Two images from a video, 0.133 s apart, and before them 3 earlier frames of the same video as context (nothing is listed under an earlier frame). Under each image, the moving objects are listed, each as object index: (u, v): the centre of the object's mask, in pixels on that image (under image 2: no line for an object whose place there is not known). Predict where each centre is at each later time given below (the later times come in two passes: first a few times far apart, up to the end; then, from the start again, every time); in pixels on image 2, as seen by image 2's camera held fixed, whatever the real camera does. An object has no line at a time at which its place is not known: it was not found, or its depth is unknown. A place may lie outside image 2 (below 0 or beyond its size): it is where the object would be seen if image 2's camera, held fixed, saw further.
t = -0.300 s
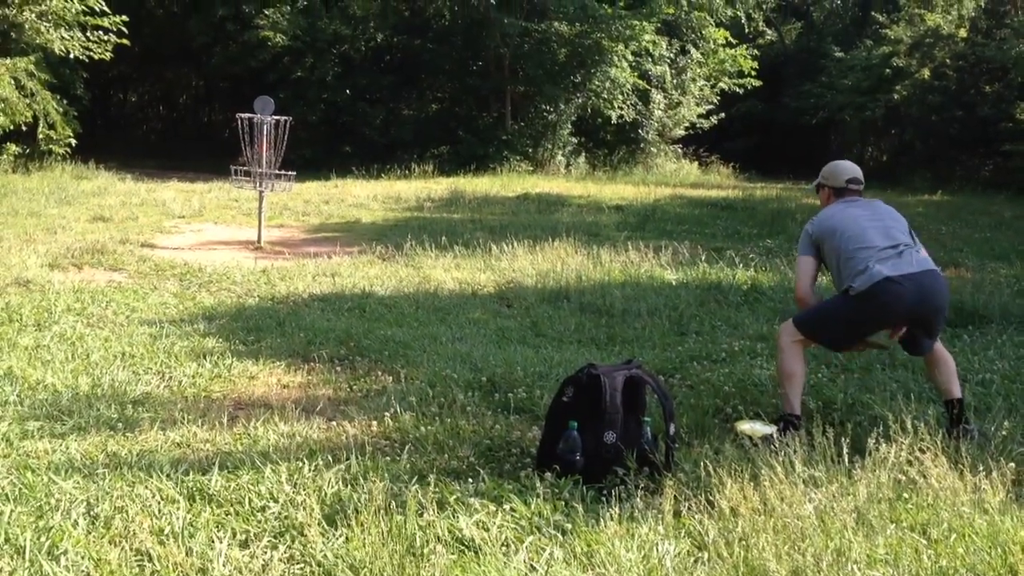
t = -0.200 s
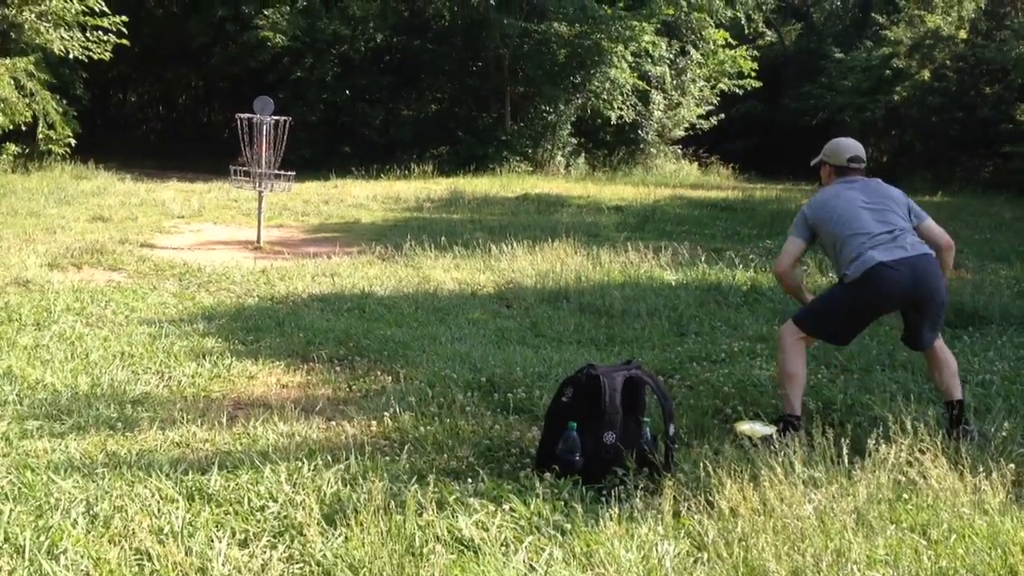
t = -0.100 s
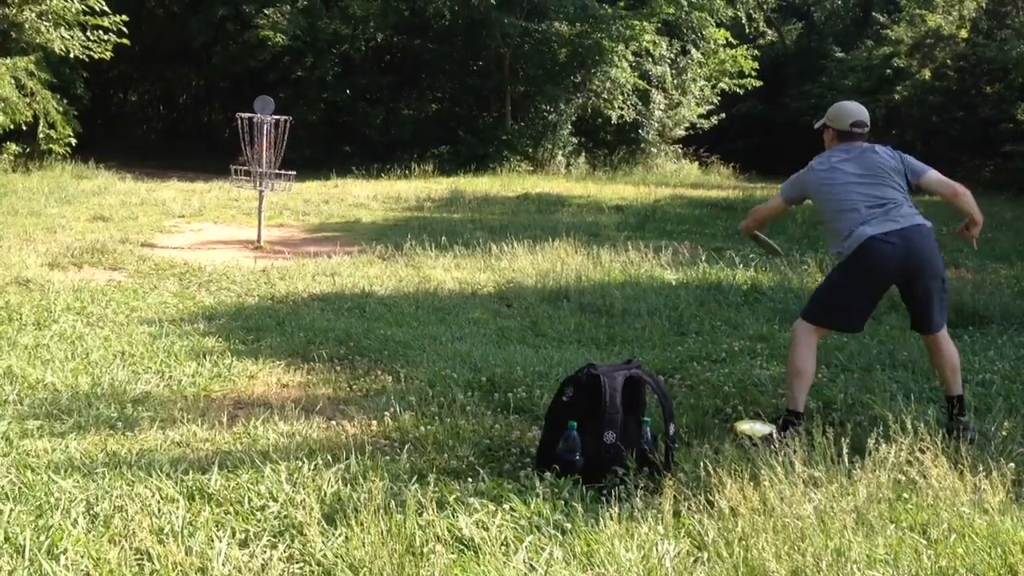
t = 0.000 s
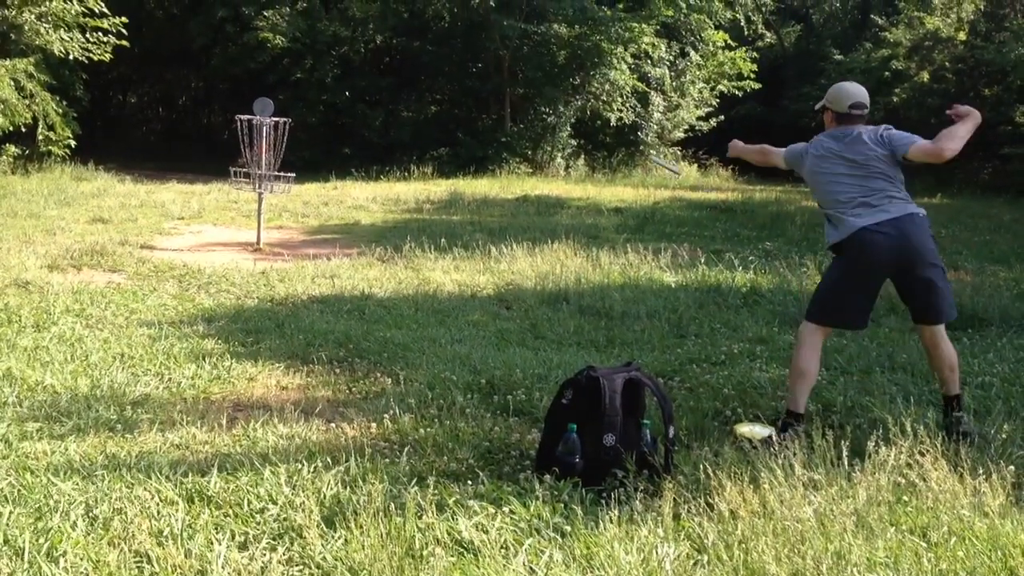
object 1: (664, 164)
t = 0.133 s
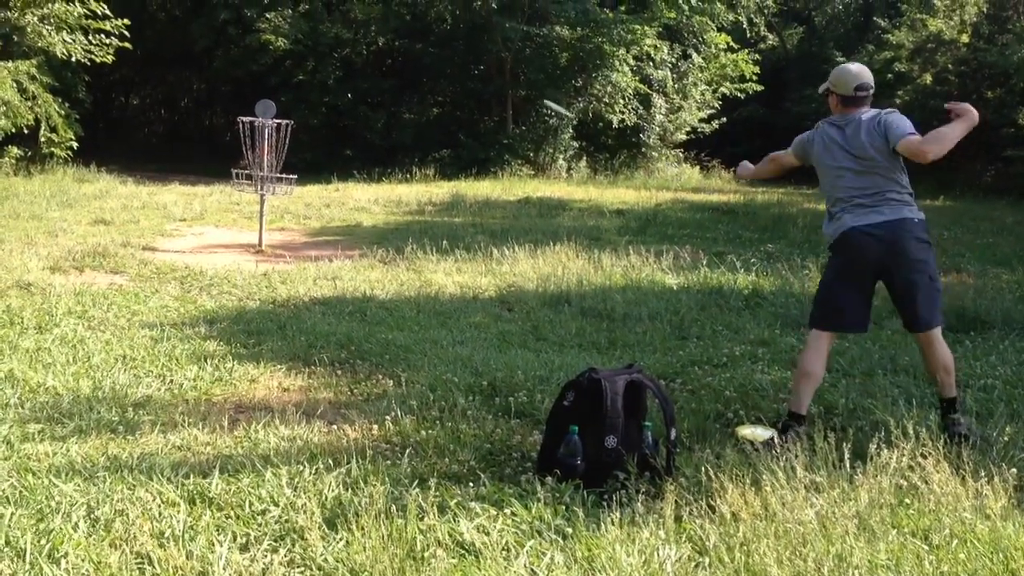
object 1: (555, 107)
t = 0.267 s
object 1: (470, 85)
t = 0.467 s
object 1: (377, 91)
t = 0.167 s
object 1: (535, 100)
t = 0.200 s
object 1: (513, 94)
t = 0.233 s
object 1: (491, 90)
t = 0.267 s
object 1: (470, 85)
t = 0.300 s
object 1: (453, 84)
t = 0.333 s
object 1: (438, 84)
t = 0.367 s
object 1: (420, 85)
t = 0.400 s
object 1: (404, 86)
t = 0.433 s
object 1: (391, 89)
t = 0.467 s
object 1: (377, 91)
